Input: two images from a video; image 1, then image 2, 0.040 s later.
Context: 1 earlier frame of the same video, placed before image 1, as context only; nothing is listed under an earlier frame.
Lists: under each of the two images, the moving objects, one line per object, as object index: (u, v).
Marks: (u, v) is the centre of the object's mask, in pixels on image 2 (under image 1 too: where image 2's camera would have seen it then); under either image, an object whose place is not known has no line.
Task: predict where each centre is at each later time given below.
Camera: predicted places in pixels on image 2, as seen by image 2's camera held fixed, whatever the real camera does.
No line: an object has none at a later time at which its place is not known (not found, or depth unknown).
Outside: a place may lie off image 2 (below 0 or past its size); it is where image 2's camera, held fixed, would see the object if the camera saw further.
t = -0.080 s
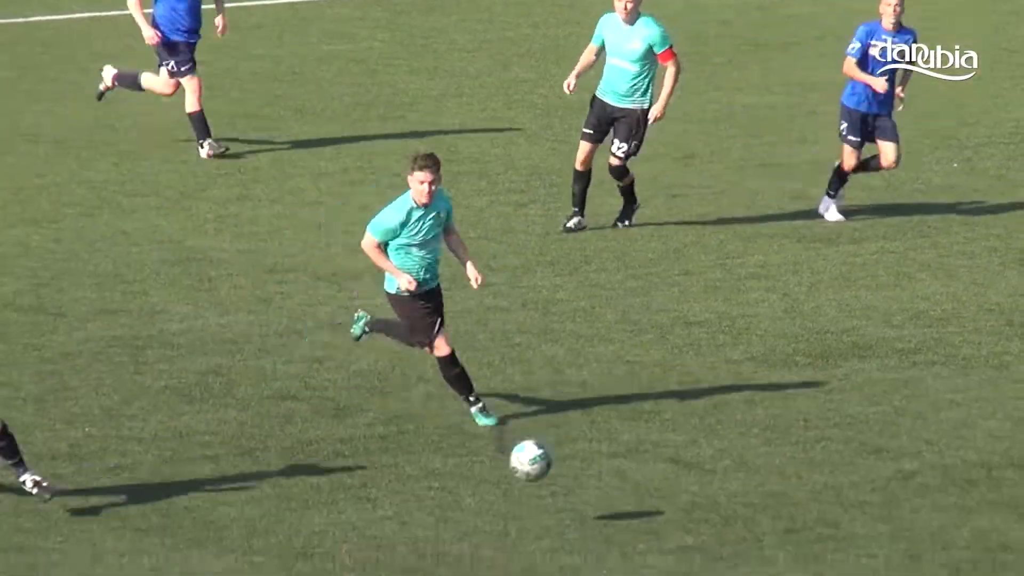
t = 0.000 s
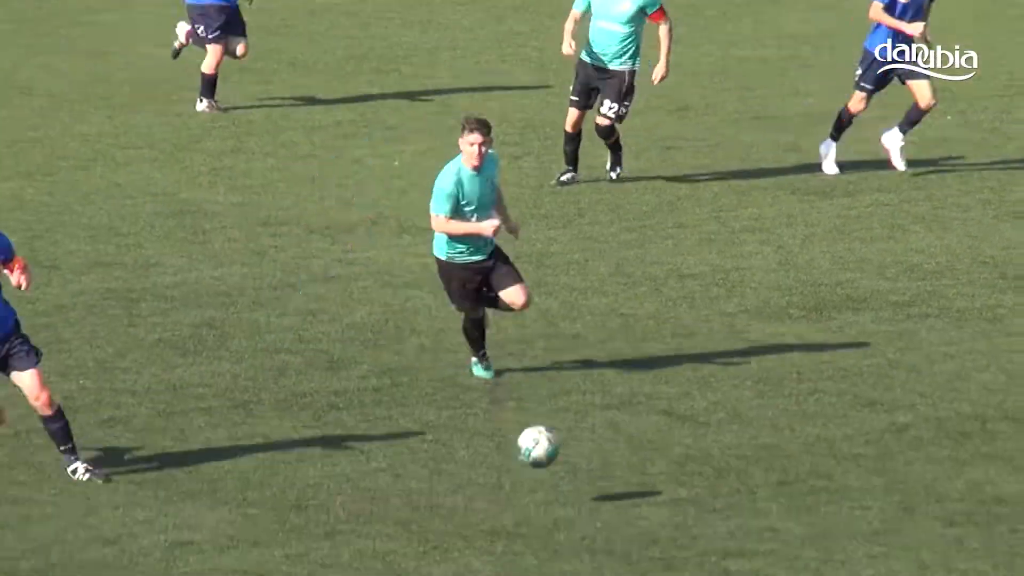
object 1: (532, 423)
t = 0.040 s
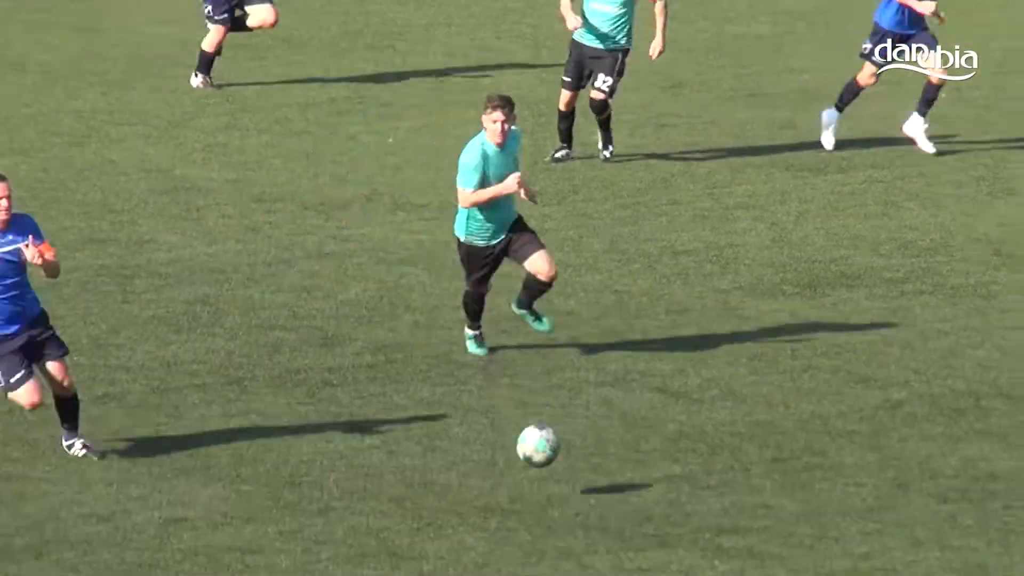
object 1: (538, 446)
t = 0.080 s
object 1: (545, 472)
